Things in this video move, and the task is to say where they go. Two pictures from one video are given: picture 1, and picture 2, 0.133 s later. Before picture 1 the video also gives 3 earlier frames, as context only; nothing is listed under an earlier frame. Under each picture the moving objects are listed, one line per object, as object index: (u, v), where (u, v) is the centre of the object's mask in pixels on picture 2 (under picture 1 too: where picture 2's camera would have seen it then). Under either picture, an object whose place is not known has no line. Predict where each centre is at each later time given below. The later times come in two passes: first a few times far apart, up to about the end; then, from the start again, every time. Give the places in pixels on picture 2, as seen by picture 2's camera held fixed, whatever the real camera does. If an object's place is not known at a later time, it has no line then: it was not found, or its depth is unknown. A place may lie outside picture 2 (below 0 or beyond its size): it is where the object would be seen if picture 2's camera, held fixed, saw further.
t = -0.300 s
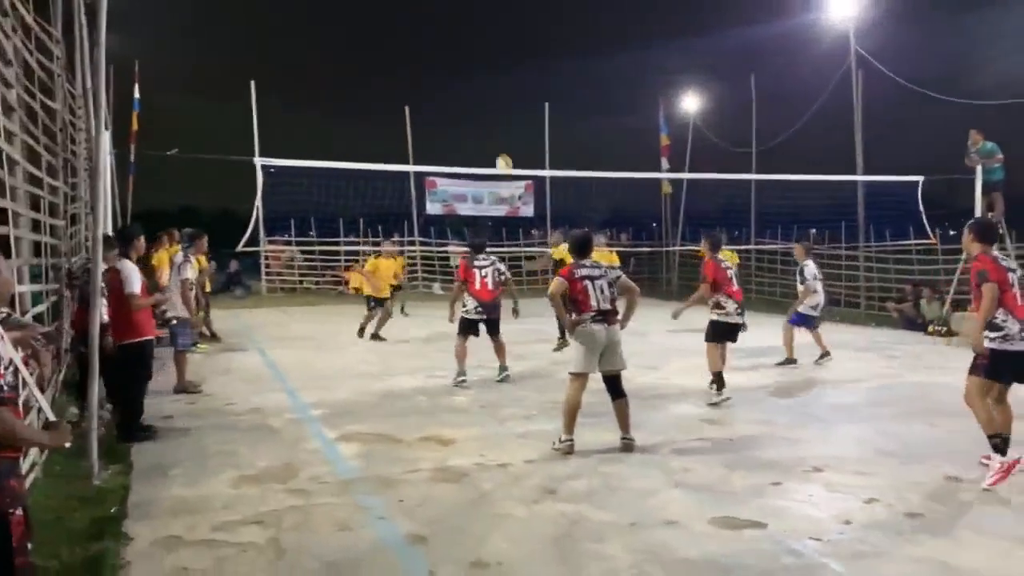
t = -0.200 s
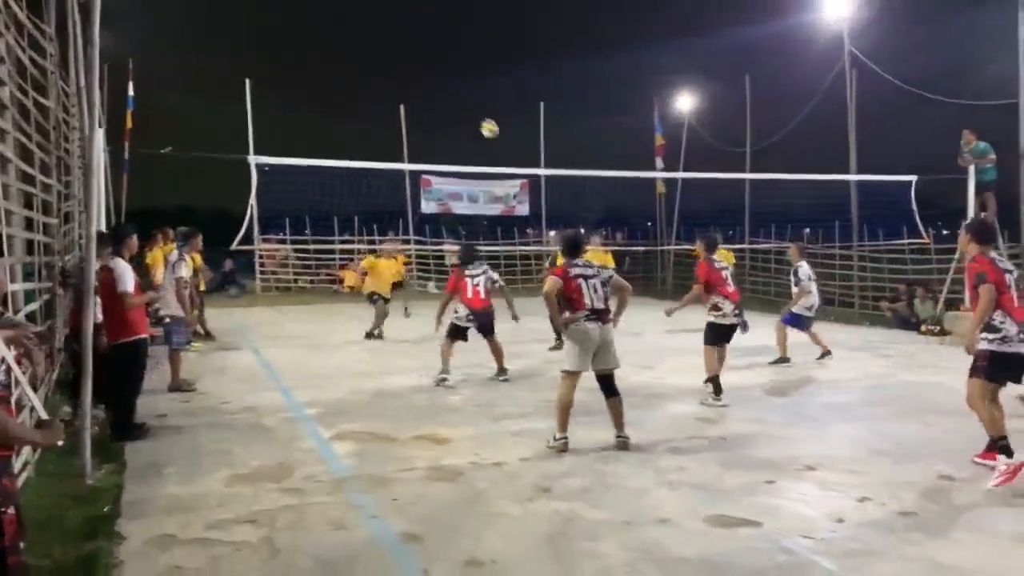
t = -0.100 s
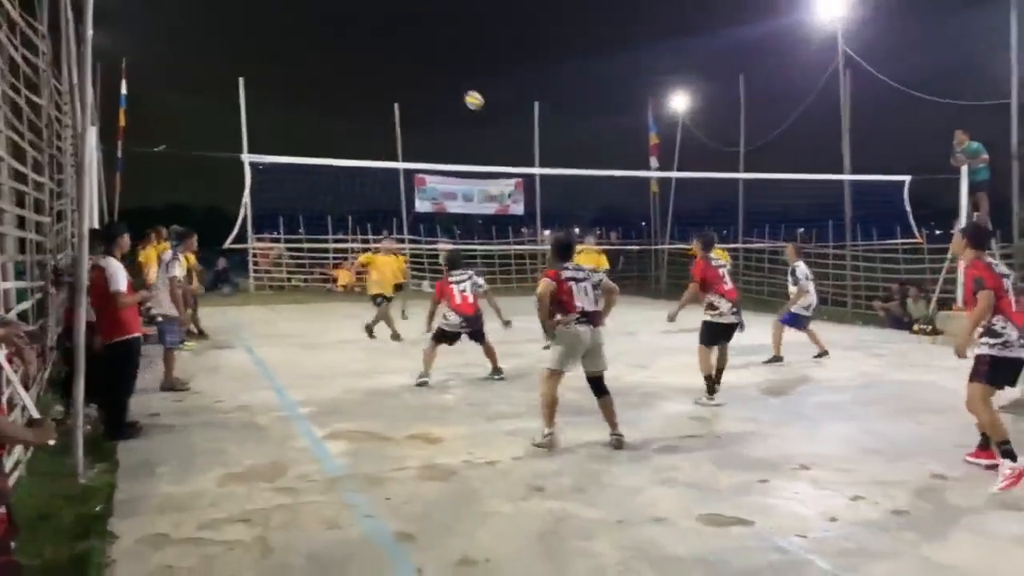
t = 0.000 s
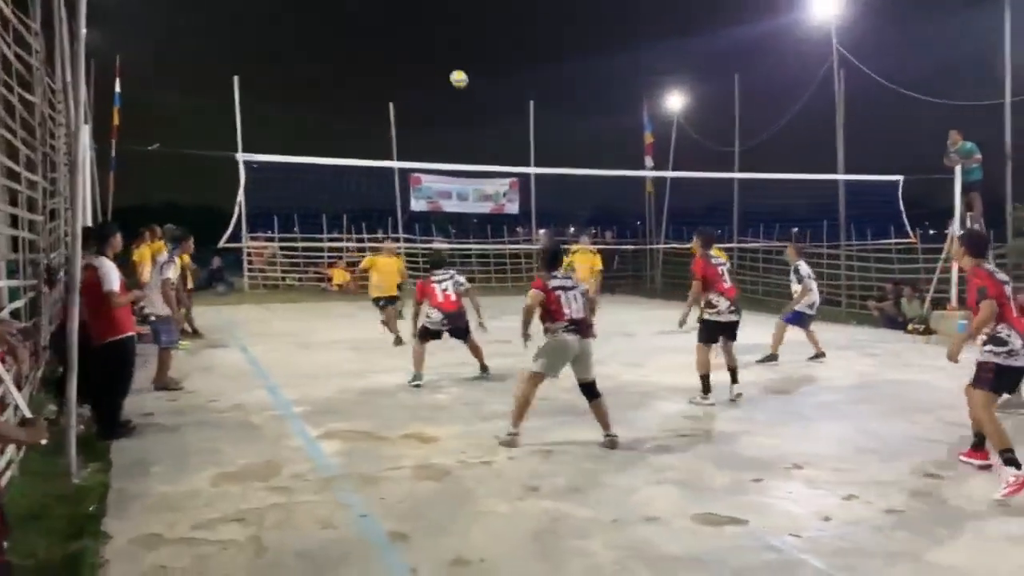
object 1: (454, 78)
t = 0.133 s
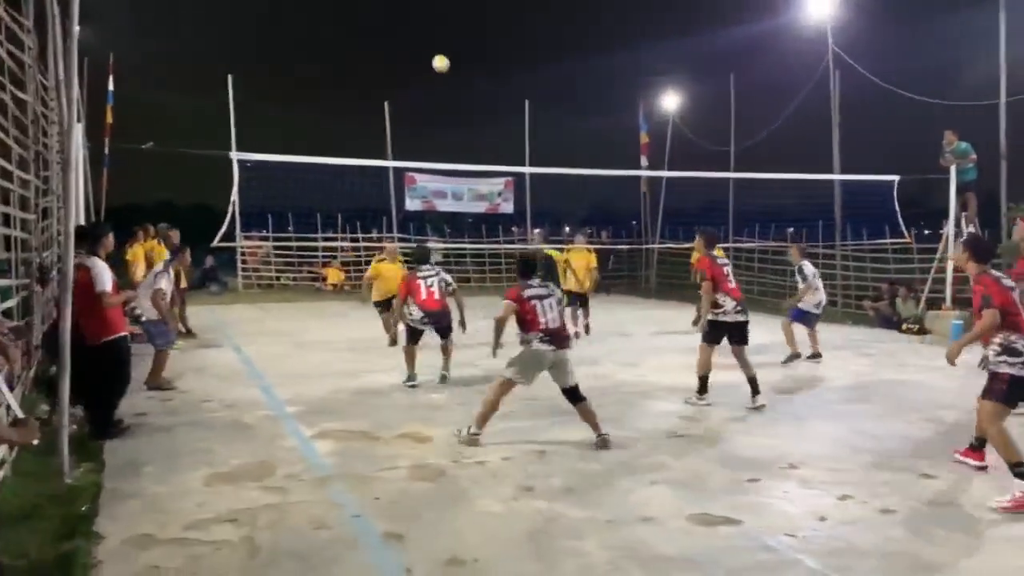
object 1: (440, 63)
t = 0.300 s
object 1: (424, 65)
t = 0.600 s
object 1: (396, 122)
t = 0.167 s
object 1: (437, 62)
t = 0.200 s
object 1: (434, 61)
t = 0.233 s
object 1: (431, 61)
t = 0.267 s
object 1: (427, 63)
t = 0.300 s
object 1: (424, 65)
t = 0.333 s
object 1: (421, 67)
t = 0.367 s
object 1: (418, 71)
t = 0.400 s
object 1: (414, 75)
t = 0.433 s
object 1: (412, 81)
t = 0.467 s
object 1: (409, 87)
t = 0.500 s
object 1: (405, 95)
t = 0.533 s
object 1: (402, 103)
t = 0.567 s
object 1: (399, 112)
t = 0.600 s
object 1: (396, 122)
